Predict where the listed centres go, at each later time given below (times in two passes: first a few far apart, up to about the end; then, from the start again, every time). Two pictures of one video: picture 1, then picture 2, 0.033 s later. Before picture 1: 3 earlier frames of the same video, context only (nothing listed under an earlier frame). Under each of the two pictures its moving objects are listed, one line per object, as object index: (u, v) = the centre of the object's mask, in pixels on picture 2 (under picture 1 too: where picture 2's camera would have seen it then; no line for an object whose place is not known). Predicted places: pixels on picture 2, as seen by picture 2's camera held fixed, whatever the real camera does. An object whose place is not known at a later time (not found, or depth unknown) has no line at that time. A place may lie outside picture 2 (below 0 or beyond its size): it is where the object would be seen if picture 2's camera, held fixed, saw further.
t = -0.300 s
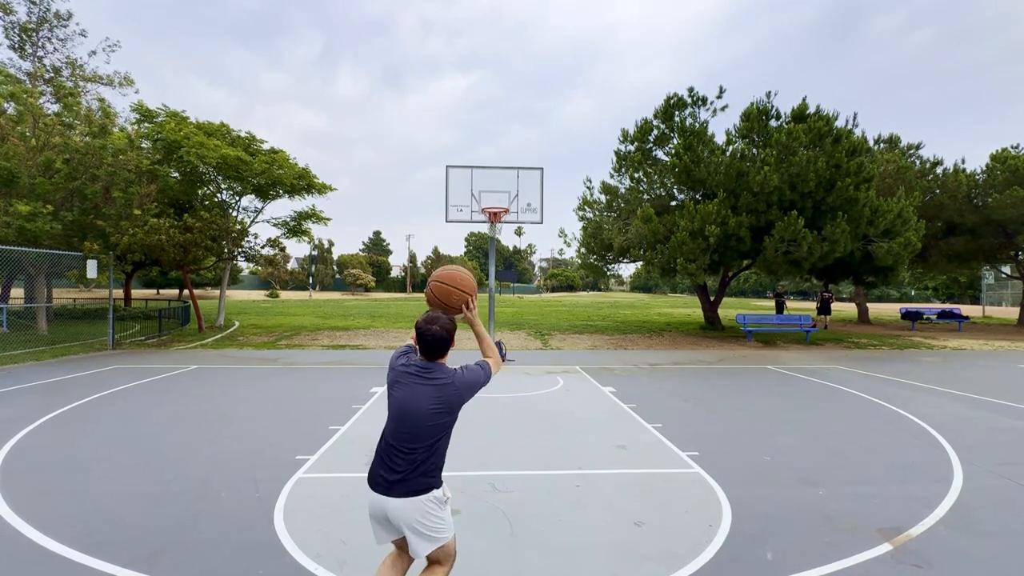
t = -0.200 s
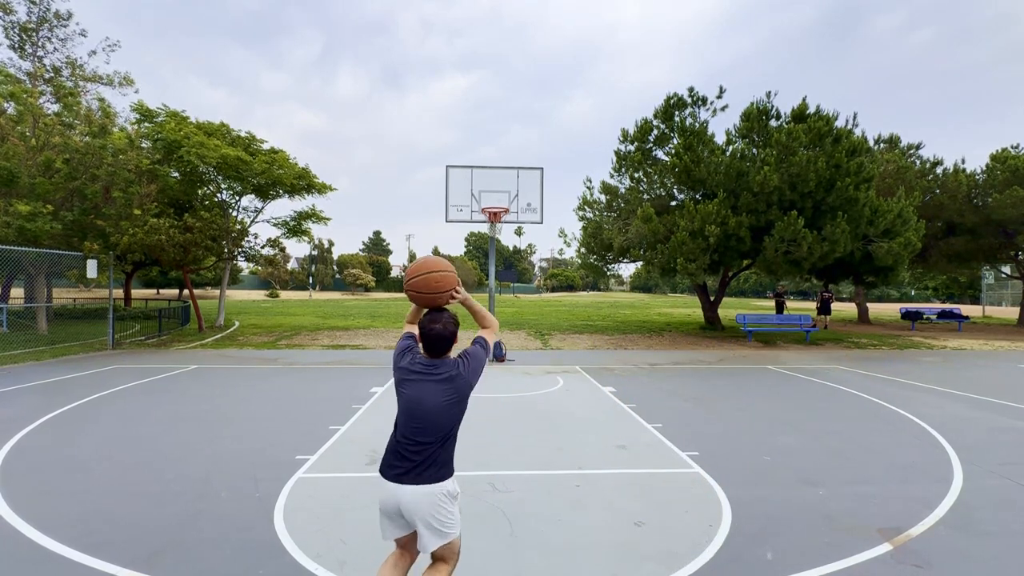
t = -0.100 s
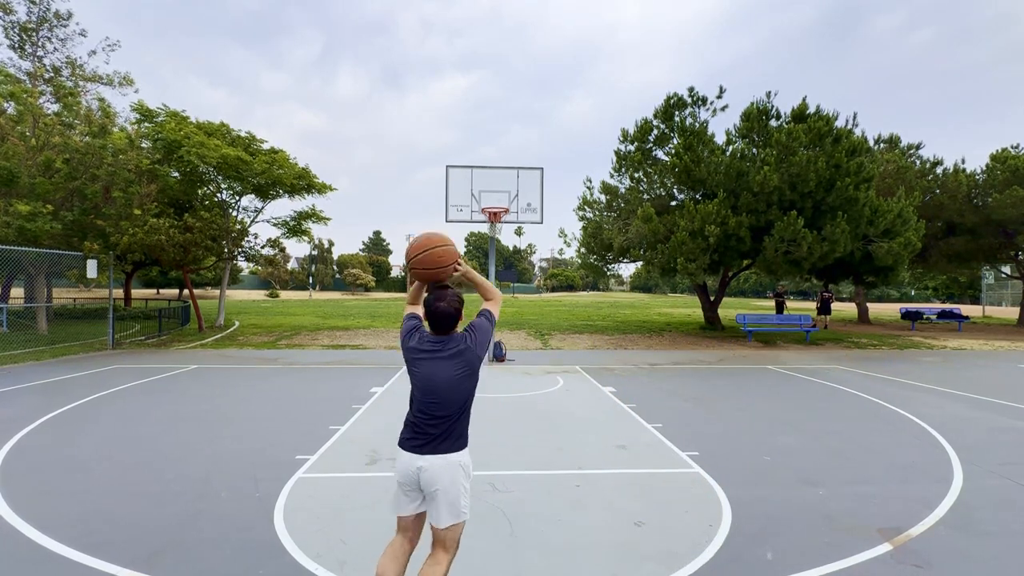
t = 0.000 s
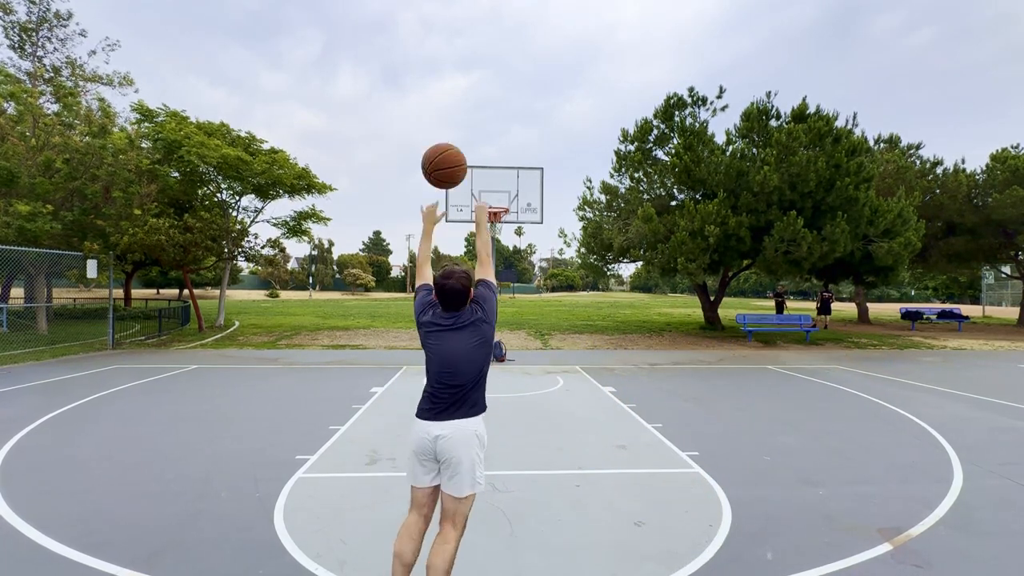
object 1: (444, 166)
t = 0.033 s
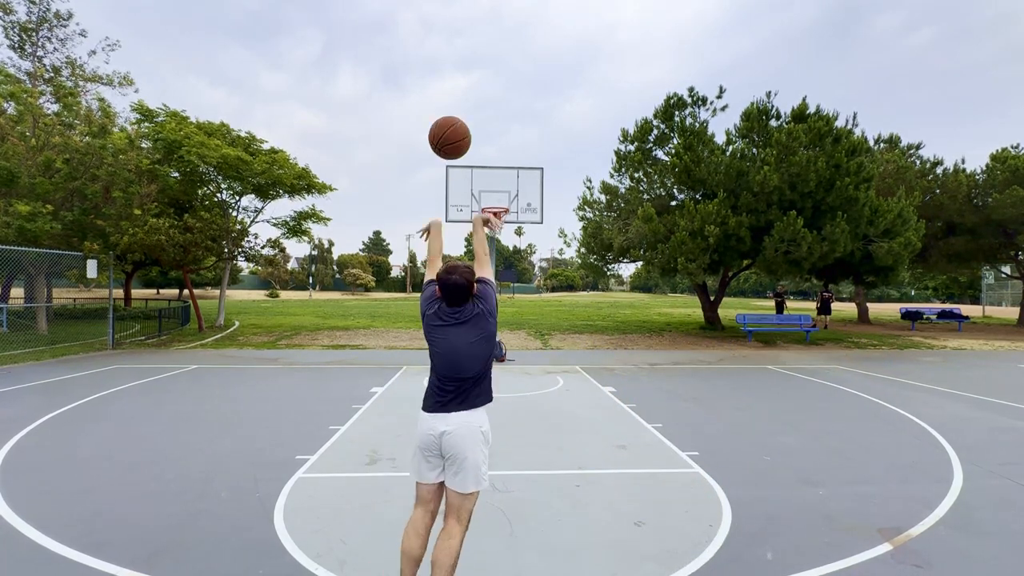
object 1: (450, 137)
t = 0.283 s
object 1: (475, 50)
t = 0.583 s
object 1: (488, 69)
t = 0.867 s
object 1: (494, 132)
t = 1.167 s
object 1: (499, 219)
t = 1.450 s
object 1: (489, 225)
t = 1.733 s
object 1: (498, 229)
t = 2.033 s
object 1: (513, 269)
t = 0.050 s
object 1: (452, 125)
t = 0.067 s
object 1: (454, 115)
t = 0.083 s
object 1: (457, 105)
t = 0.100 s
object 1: (459, 96)
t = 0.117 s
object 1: (461, 89)
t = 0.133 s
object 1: (462, 82)
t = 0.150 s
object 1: (464, 76)
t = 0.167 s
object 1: (466, 70)
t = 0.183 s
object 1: (467, 66)
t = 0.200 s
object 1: (469, 62)
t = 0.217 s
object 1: (470, 58)
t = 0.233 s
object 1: (471, 55)
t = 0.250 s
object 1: (473, 53)
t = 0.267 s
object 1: (474, 51)
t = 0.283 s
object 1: (475, 50)
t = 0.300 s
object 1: (476, 49)
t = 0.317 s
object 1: (477, 48)
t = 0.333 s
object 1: (478, 47)
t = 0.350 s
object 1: (479, 47)
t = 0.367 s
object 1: (480, 47)
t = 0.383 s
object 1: (480, 48)
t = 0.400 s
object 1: (481, 48)
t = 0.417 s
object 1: (482, 49)
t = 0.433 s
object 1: (483, 50)
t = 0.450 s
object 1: (483, 52)
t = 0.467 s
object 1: (484, 53)
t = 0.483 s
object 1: (485, 55)
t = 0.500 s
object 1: (485, 57)
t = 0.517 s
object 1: (486, 59)
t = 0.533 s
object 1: (486, 61)
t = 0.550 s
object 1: (487, 63)
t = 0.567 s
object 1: (487, 66)
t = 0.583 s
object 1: (488, 69)
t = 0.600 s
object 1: (488, 71)
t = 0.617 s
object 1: (489, 74)
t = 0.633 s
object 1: (489, 77)
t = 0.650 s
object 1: (490, 81)
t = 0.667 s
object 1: (490, 84)
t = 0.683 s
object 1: (490, 88)
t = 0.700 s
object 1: (491, 91)
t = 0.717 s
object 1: (491, 95)
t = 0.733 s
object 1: (492, 98)
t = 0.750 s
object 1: (492, 102)
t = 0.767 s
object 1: (492, 106)
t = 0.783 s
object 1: (492, 110)
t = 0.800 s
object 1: (493, 115)
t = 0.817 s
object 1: (493, 119)
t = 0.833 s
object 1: (493, 123)
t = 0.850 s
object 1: (494, 127)
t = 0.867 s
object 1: (494, 132)
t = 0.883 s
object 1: (494, 136)
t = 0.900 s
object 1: (494, 141)
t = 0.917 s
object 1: (495, 146)
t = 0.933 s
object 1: (495, 150)
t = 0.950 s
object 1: (495, 155)
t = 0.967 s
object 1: (495, 160)
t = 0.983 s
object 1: (495, 165)
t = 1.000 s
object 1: (496, 169)
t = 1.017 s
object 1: (496, 174)
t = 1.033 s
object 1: (496, 179)
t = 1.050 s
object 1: (497, 184)
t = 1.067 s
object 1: (497, 189)
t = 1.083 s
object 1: (497, 194)
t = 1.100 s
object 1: (497, 200)
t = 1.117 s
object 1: (497, 203)
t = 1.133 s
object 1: (498, 207)
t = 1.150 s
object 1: (501, 215)
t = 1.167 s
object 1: (499, 219)
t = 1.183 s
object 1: (495, 217)
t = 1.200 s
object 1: (499, 224)
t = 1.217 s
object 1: (497, 224)
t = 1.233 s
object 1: (497, 224)
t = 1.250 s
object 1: (495, 223)
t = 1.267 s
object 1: (495, 223)
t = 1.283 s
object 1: (493, 222)
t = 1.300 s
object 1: (493, 222)
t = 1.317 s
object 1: (492, 223)
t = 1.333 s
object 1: (491, 223)
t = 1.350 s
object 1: (491, 223)
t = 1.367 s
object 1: (490, 224)
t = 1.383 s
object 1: (489, 225)
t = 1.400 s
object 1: (489, 225)
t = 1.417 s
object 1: (488, 225)
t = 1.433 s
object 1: (488, 225)
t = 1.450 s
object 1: (489, 225)
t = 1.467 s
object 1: (488, 226)
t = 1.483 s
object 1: (488, 226)
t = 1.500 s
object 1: (488, 227)
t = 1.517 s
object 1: (489, 227)
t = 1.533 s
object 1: (489, 228)
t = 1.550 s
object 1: (489, 227)
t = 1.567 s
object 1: (490, 228)
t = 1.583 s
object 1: (491, 228)
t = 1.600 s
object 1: (492, 228)
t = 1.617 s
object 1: (492, 228)
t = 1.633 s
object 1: (493, 228)
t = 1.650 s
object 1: (494, 228)
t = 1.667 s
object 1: (495, 228)
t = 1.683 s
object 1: (496, 228)
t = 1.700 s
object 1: (497, 228)
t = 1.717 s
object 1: (497, 229)
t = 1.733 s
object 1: (498, 229)
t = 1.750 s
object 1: (499, 230)
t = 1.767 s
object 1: (499, 231)
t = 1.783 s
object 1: (500, 232)
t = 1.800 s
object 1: (502, 234)
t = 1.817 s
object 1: (503, 236)
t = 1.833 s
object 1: (503, 237)
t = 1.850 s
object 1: (504, 239)
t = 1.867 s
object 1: (505, 241)
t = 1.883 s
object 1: (506, 243)
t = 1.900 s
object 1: (506, 245)
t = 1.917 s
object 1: (507, 248)
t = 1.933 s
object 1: (508, 250)
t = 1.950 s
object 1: (508, 252)
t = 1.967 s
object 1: (510, 256)
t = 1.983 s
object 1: (511, 259)
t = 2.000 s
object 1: (511, 262)
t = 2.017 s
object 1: (512, 265)
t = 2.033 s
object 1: (513, 269)
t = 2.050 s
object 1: (514, 272)
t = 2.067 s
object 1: (514, 276)
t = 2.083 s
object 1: (516, 280)
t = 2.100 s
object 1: (517, 284)
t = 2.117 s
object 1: (517, 288)
